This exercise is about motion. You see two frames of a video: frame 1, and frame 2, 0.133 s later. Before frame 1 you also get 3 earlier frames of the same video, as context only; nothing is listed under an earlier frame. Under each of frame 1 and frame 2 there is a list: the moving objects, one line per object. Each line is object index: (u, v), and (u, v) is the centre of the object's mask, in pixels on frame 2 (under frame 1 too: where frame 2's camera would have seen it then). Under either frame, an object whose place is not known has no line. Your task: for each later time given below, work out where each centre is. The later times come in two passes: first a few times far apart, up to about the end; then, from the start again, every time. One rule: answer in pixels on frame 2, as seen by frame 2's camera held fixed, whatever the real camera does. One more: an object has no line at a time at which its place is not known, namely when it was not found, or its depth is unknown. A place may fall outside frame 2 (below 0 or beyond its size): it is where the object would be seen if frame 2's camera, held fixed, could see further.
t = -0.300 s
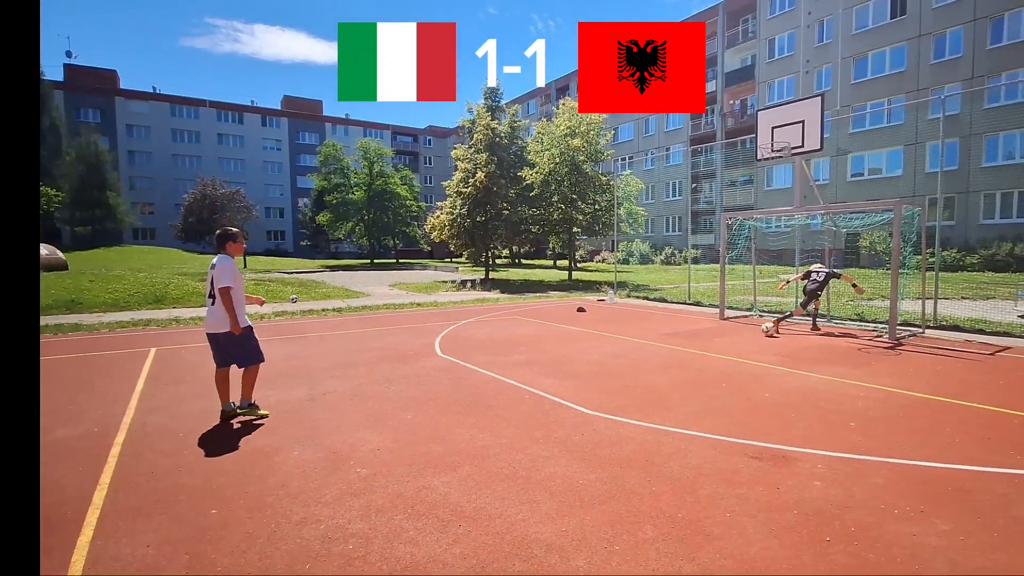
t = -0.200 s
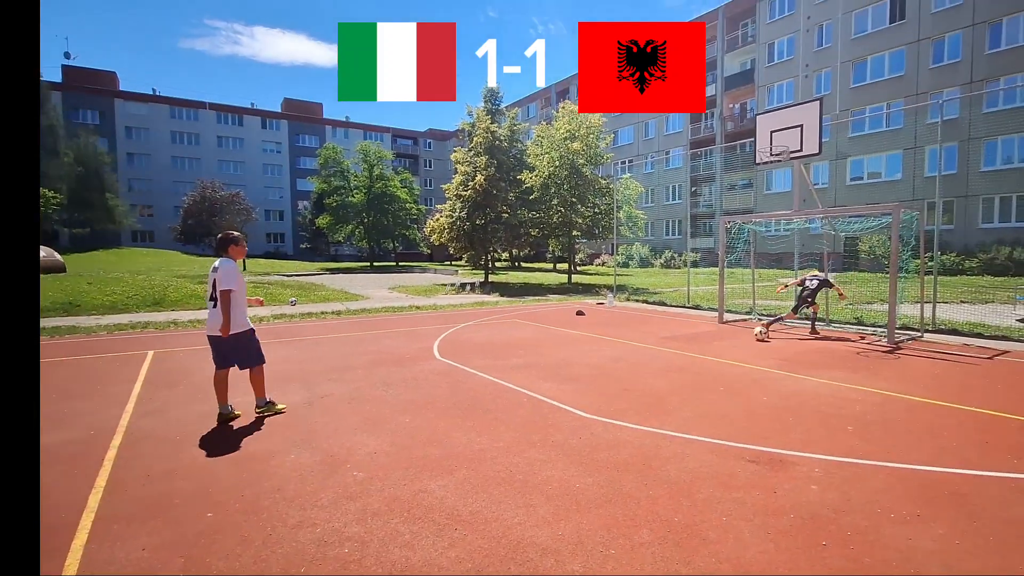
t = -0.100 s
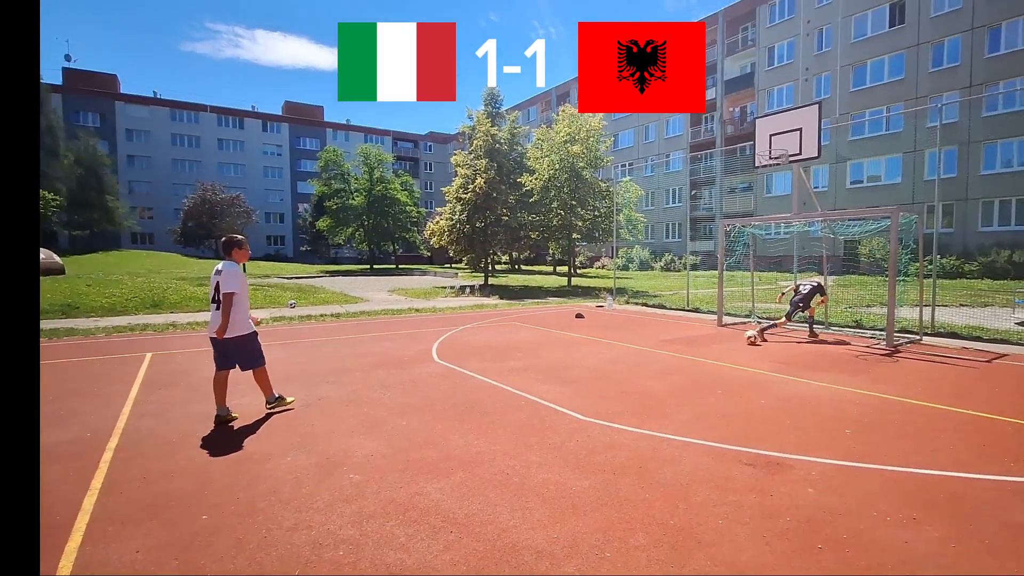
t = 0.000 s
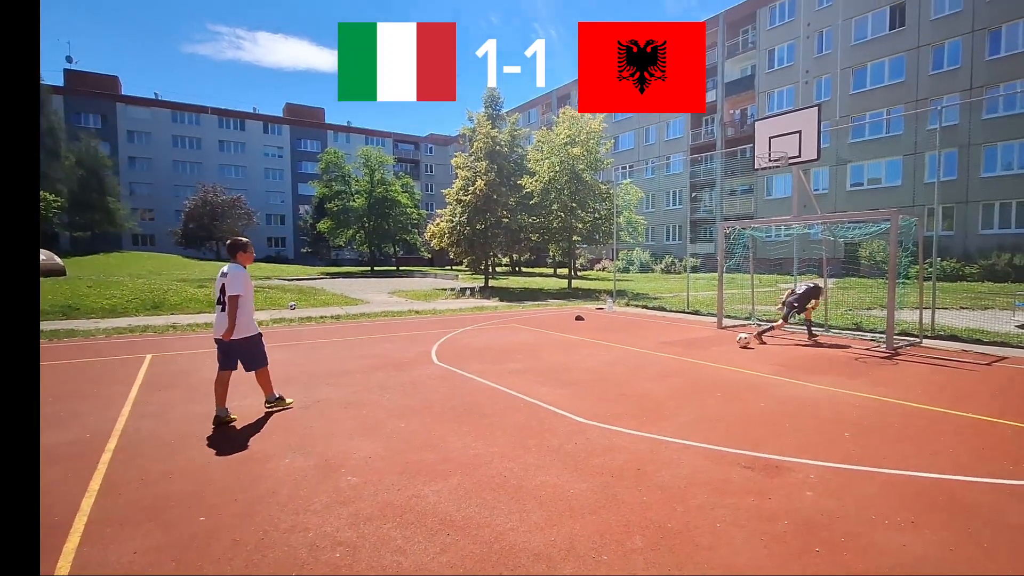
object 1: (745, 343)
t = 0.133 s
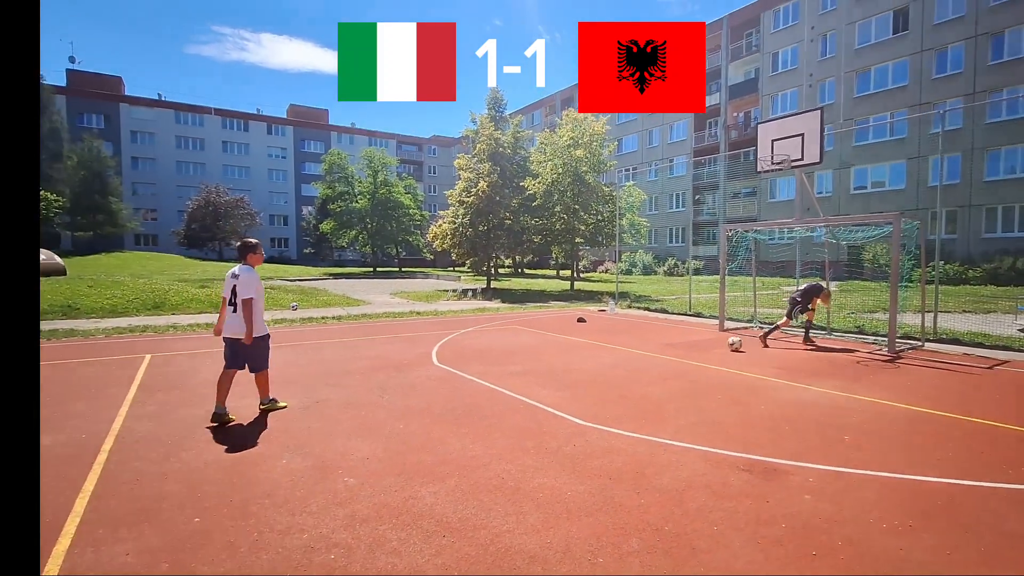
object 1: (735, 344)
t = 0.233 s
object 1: (727, 345)
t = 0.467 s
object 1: (709, 346)
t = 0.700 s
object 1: (691, 348)
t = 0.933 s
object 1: (672, 349)
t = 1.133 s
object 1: (656, 351)
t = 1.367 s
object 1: (637, 352)
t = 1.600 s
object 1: (618, 353)
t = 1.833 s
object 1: (598, 355)
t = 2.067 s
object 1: (578, 357)
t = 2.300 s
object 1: (558, 359)
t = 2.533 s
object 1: (537, 360)
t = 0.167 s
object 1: (732, 344)
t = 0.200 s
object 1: (729, 344)
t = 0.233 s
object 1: (727, 345)
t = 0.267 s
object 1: (724, 344)
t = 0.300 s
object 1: (722, 345)
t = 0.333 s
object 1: (719, 345)
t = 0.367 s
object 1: (717, 345)
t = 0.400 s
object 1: (714, 346)
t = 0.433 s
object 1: (712, 346)
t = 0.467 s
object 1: (709, 346)
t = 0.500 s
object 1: (706, 346)
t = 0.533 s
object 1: (704, 346)
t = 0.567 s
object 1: (701, 346)
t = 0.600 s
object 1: (698, 346)
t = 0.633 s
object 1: (696, 347)
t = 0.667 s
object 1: (693, 347)
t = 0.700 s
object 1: (691, 348)
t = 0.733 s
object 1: (689, 348)
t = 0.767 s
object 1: (685, 347)
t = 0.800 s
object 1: (683, 348)
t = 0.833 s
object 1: (680, 348)
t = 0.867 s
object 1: (678, 349)
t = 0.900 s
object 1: (675, 349)
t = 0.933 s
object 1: (672, 349)
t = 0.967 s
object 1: (670, 349)
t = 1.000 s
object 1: (667, 350)
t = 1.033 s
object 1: (665, 350)
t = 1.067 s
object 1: (662, 350)
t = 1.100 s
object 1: (659, 350)
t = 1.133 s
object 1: (656, 351)
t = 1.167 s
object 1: (654, 351)
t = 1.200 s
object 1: (651, 351)
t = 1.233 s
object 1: (648, 351)
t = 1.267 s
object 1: (645, 351)
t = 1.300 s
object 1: (643, 352)
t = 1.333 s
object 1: (640, 352)
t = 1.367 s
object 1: (637, 352)
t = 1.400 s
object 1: (634, 352)
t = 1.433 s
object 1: (631, 353)
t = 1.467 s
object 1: (629, 353)
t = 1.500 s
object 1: (626, 353)
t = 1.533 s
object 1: (623, 353)
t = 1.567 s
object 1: (621, 353)
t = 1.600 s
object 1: (618, 353)
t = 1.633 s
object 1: (615, 354)
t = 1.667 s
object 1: (612, 354)
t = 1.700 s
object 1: (609, 355)
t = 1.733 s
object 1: (606, 355)
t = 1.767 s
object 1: (603, 355)
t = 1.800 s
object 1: (601, 355)
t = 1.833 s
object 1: (598, 355)
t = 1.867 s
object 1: (595, 356)
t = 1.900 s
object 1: (592, 356)
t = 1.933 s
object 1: (589, 356)
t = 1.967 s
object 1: (586, 356)
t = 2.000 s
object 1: (584, 356)
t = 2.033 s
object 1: (581, 356)
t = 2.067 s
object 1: (578, 357)
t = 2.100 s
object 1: (575, 357)
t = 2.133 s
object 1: (572, 357)
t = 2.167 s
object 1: (569, 358)
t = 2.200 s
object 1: (566, 358)
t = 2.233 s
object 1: (564, 358)
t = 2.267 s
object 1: (561, 358)
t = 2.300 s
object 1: (558, 359)
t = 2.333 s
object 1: (555, 359)
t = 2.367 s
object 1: (552, 359)
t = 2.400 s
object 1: (549, 359)
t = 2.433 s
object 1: (546, 360)
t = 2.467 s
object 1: (543, 360)
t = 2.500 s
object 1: (540, 360)
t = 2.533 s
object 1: (537, 360)
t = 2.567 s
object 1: (534, 361)
